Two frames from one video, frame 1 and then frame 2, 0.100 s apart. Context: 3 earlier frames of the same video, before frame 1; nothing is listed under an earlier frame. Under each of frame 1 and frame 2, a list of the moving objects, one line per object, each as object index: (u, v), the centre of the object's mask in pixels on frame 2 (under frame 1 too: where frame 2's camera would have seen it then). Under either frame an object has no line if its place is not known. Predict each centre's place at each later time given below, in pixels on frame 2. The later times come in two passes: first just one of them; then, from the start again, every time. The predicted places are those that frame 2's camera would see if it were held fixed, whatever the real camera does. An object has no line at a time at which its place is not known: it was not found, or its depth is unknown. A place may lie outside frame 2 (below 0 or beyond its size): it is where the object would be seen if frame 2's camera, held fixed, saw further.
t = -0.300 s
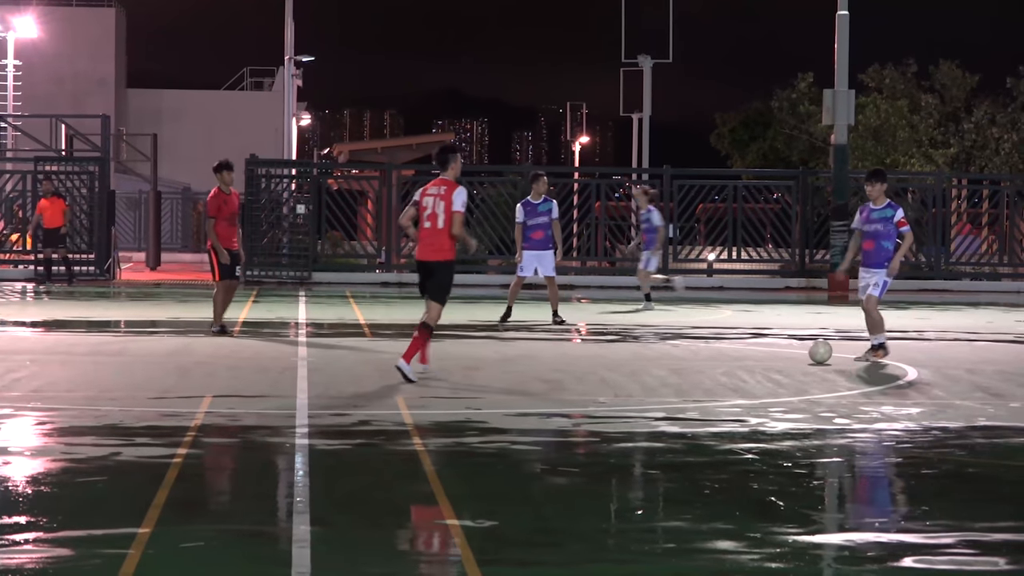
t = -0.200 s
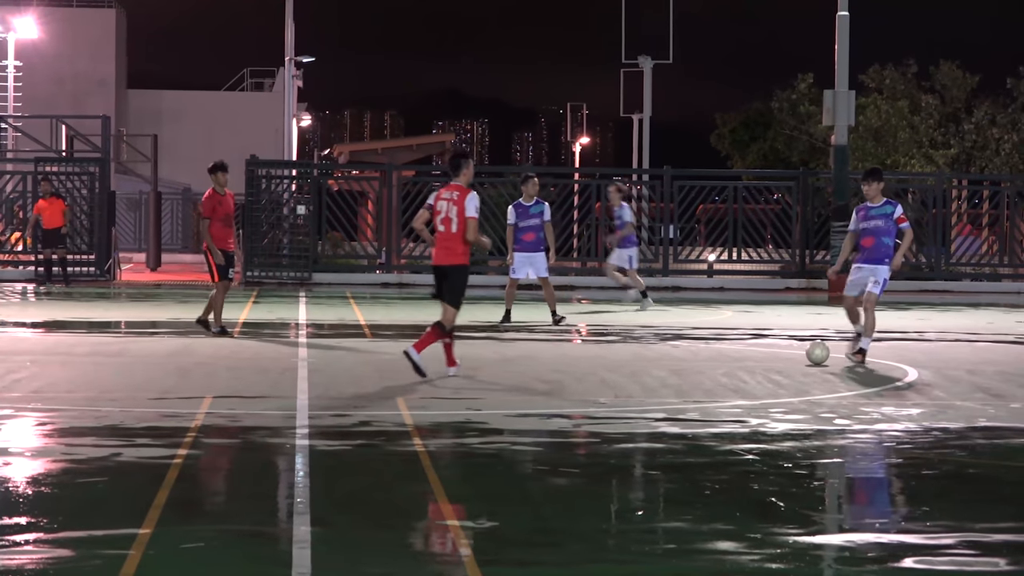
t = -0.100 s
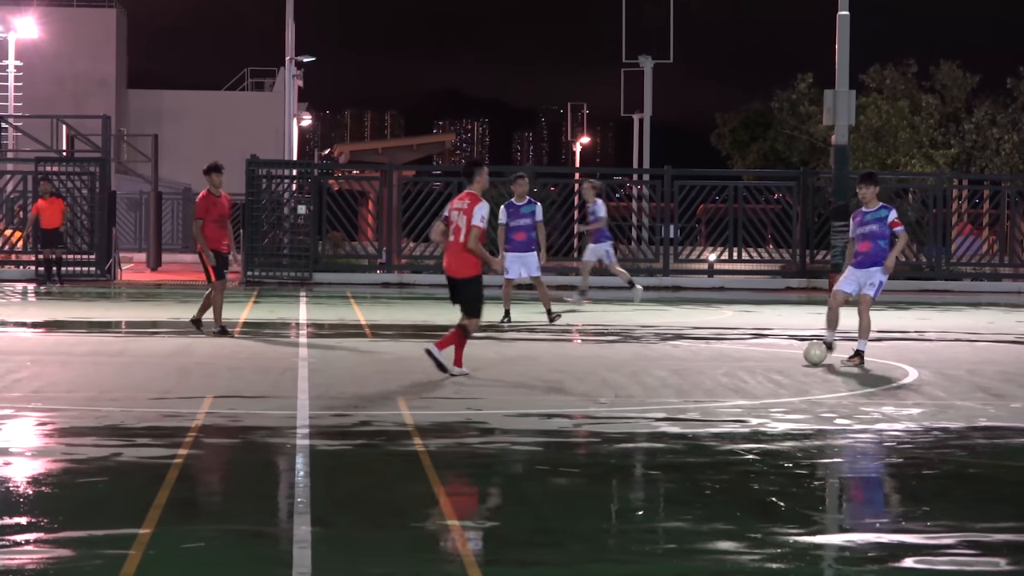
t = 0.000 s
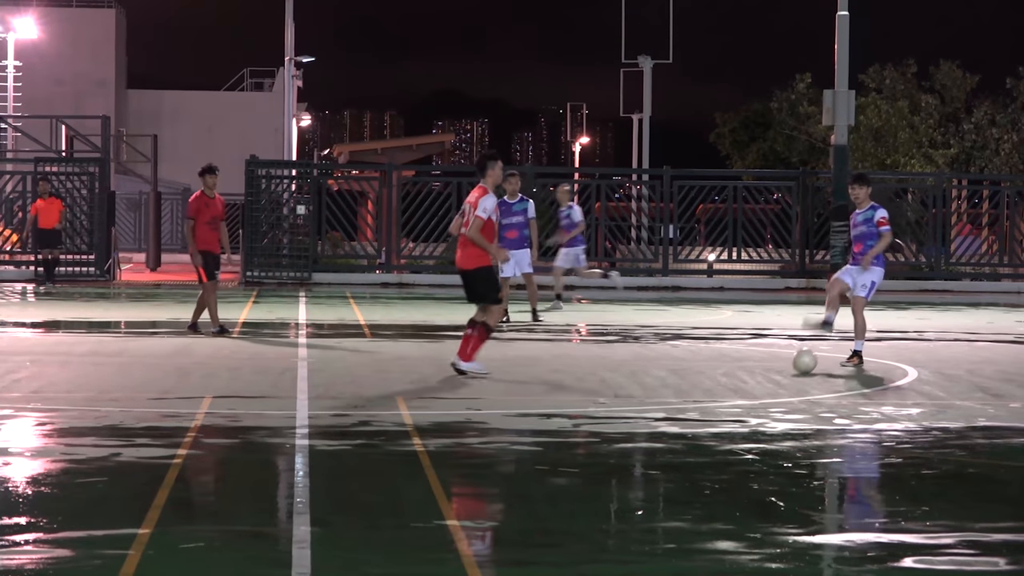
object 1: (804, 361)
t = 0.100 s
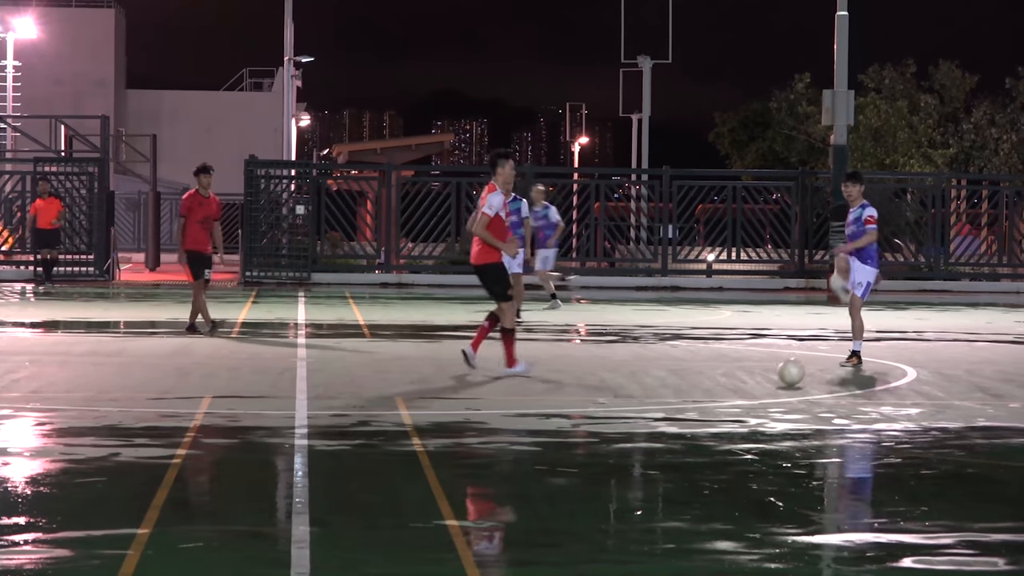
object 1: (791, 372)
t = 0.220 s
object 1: (772, 387)
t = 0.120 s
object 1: (788, 374)
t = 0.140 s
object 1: (785, 376)
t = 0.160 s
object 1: (782, 378)
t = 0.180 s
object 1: (778, 382)
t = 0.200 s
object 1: (775, 385)
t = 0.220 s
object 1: (772, 387)
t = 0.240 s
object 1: (768, 389)
